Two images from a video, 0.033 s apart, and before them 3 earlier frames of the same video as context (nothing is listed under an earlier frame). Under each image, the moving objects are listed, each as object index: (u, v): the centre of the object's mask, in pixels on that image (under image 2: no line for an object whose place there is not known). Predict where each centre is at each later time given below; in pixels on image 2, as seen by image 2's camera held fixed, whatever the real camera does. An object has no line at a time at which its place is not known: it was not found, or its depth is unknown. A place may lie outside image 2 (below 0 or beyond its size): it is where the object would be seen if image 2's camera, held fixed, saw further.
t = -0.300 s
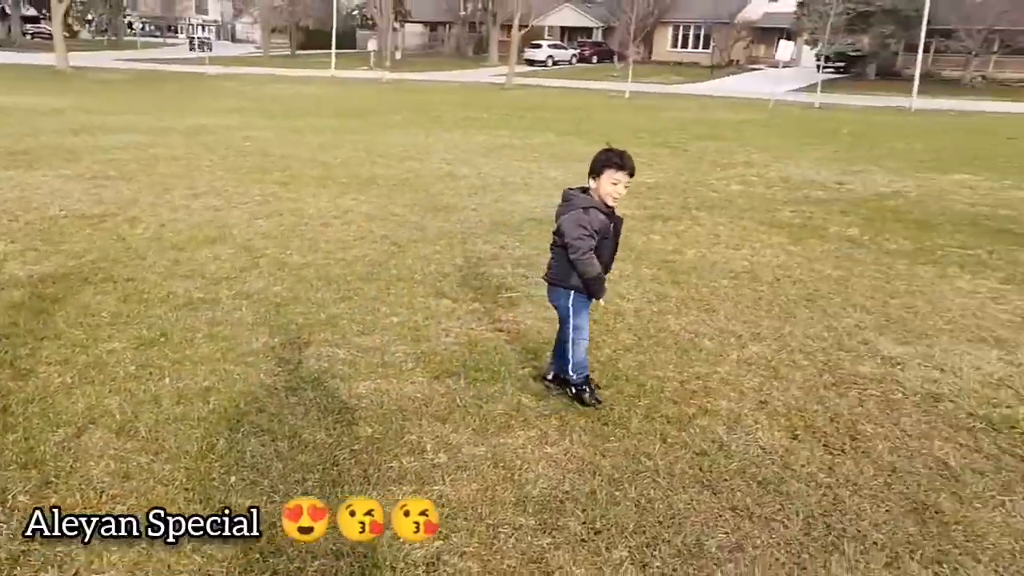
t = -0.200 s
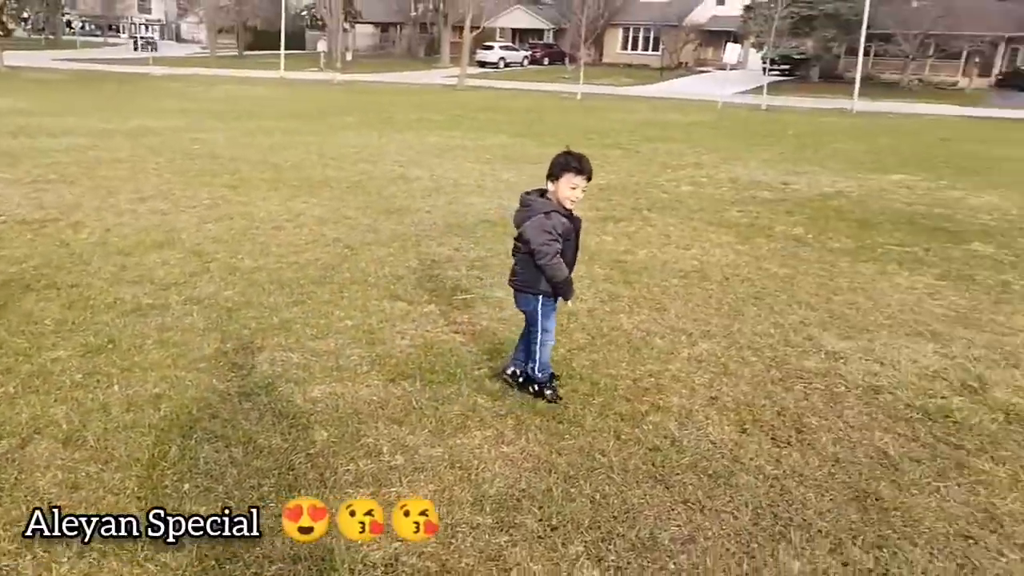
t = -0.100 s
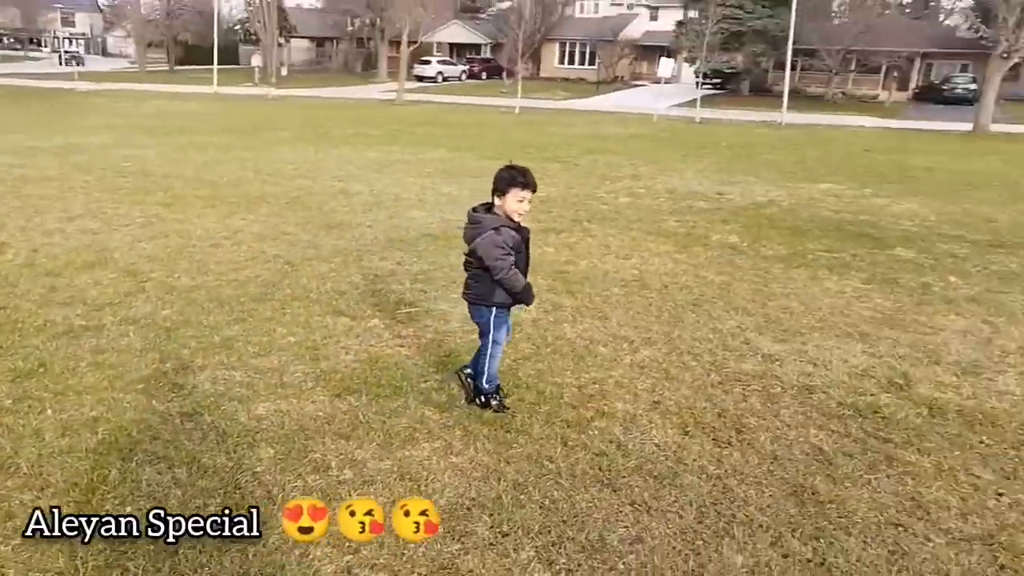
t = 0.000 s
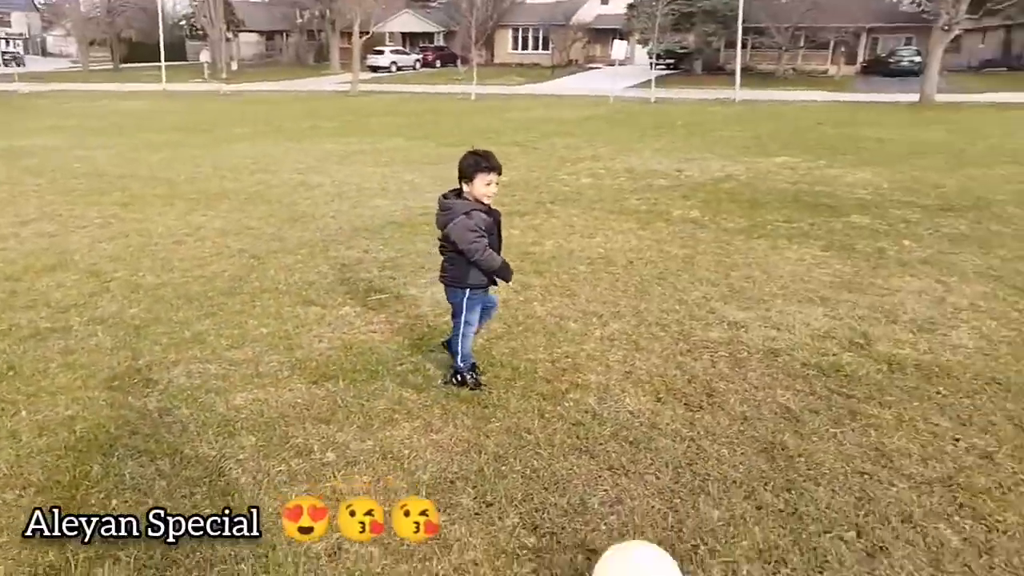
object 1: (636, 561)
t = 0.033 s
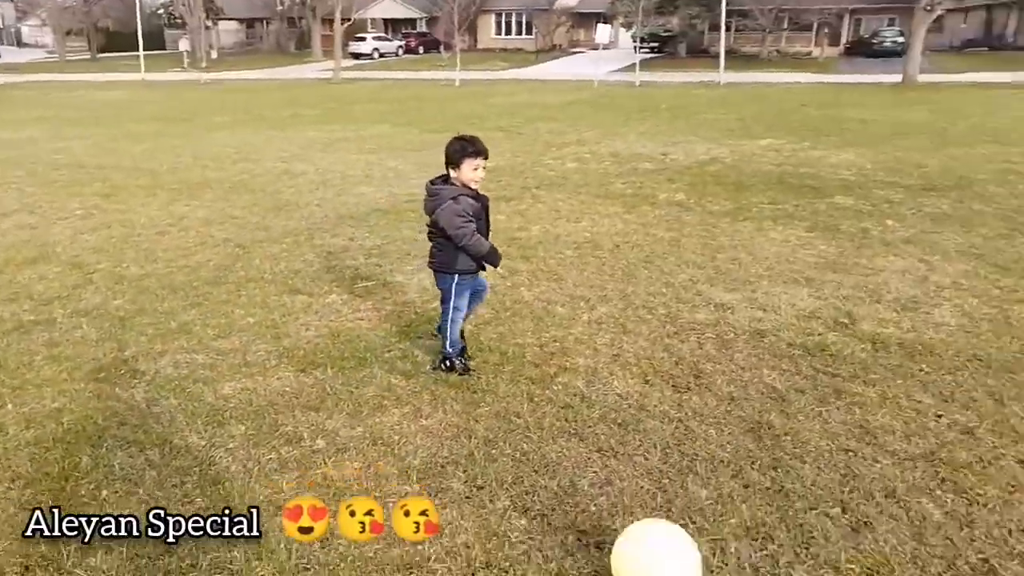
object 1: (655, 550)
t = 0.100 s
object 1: (710, 550)
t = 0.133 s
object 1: (736, 543)
